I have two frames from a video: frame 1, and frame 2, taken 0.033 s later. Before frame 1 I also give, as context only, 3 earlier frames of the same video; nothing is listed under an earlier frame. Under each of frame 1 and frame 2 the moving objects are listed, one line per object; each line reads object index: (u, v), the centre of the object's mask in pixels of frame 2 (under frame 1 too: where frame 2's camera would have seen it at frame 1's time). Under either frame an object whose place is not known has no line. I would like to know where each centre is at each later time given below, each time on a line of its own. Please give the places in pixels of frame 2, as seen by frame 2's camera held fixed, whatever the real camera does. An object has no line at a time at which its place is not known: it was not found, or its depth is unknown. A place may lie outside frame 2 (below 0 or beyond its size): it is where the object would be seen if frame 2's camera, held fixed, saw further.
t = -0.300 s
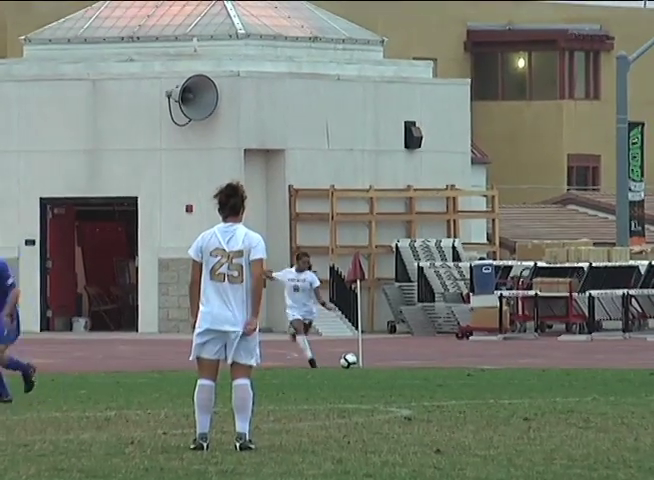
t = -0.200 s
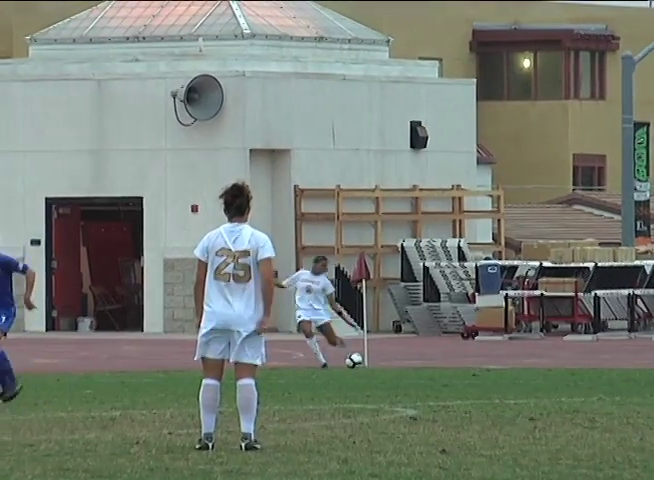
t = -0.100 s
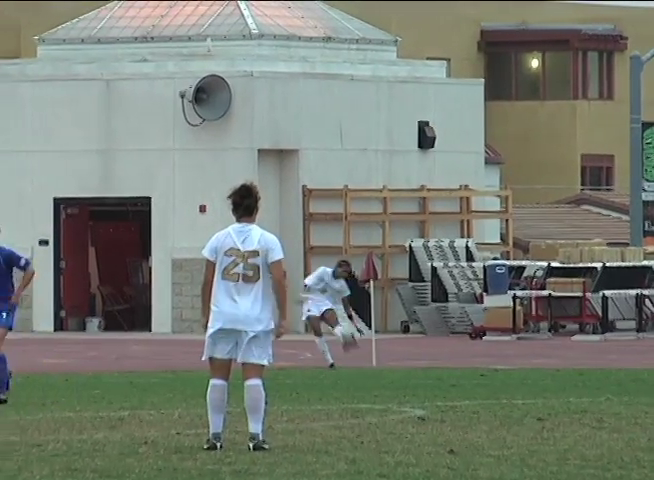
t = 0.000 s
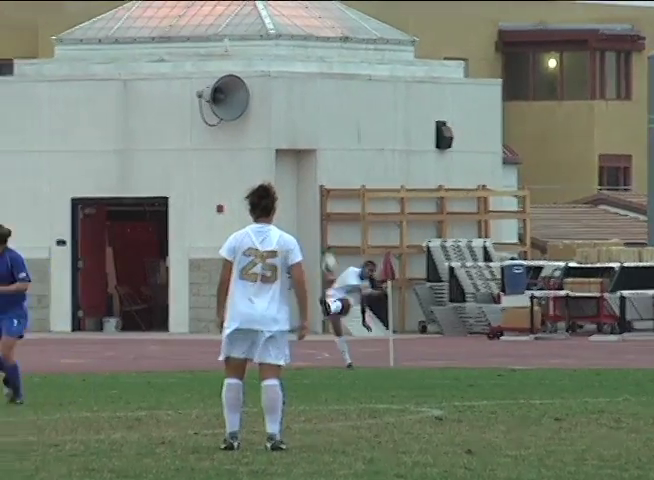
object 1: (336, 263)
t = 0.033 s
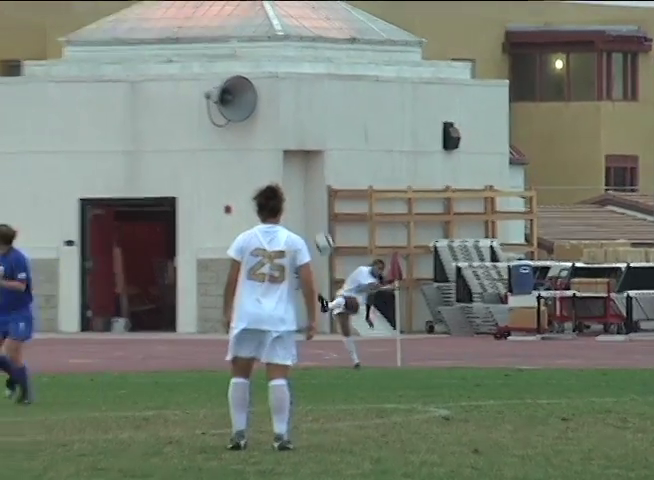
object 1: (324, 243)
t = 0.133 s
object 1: (280, 178)
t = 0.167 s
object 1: (264, 161)
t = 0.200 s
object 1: (246, 141)
